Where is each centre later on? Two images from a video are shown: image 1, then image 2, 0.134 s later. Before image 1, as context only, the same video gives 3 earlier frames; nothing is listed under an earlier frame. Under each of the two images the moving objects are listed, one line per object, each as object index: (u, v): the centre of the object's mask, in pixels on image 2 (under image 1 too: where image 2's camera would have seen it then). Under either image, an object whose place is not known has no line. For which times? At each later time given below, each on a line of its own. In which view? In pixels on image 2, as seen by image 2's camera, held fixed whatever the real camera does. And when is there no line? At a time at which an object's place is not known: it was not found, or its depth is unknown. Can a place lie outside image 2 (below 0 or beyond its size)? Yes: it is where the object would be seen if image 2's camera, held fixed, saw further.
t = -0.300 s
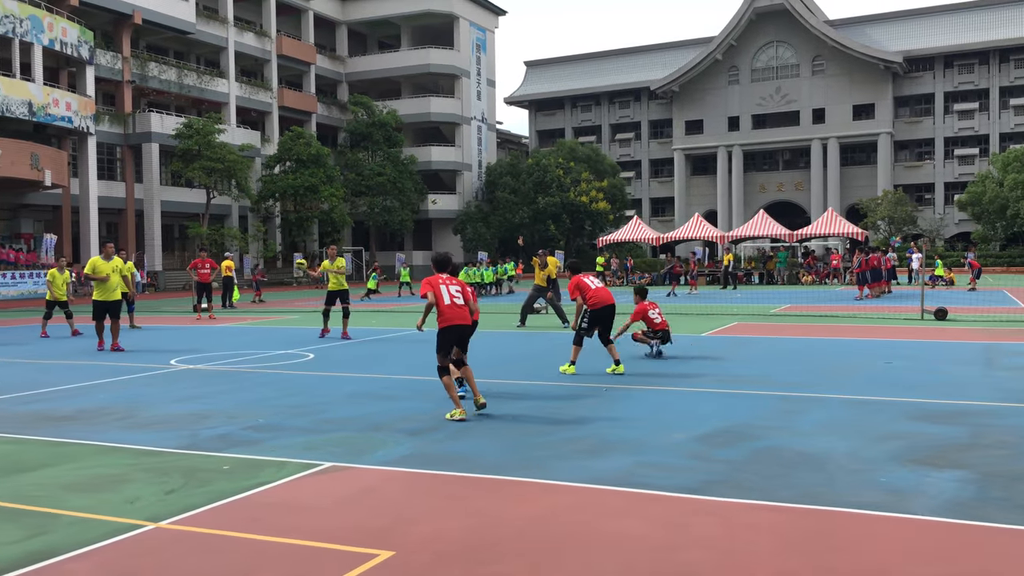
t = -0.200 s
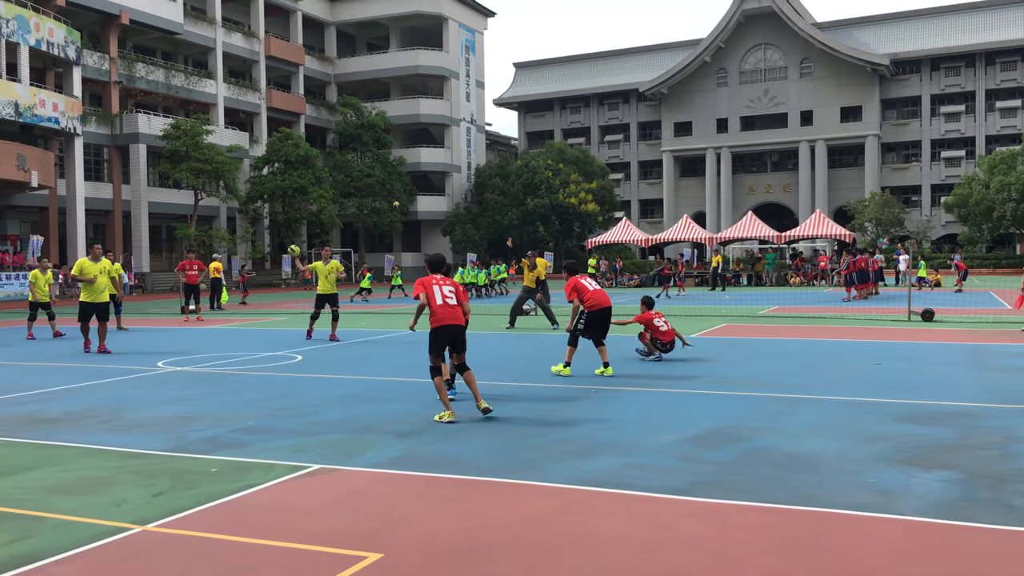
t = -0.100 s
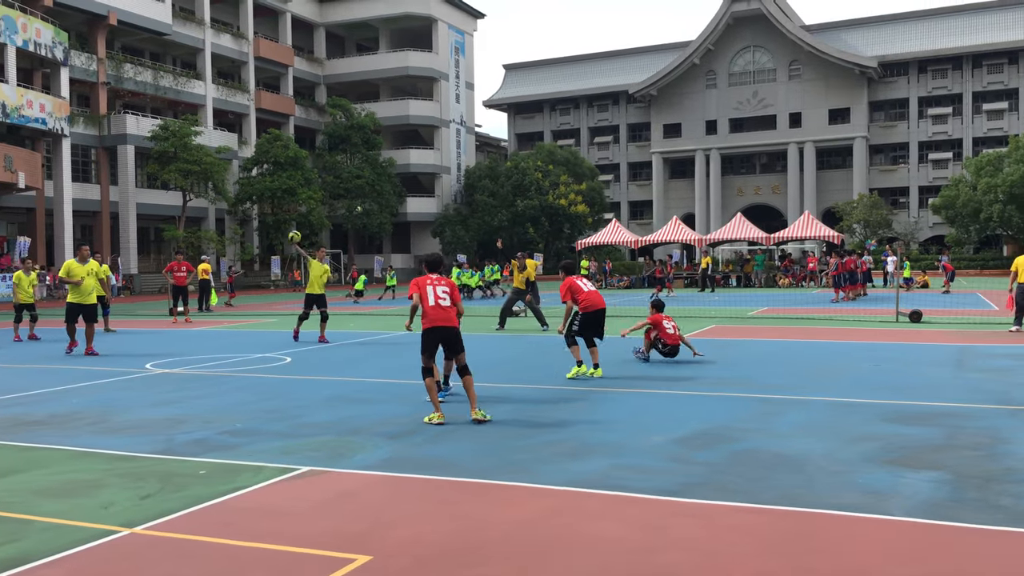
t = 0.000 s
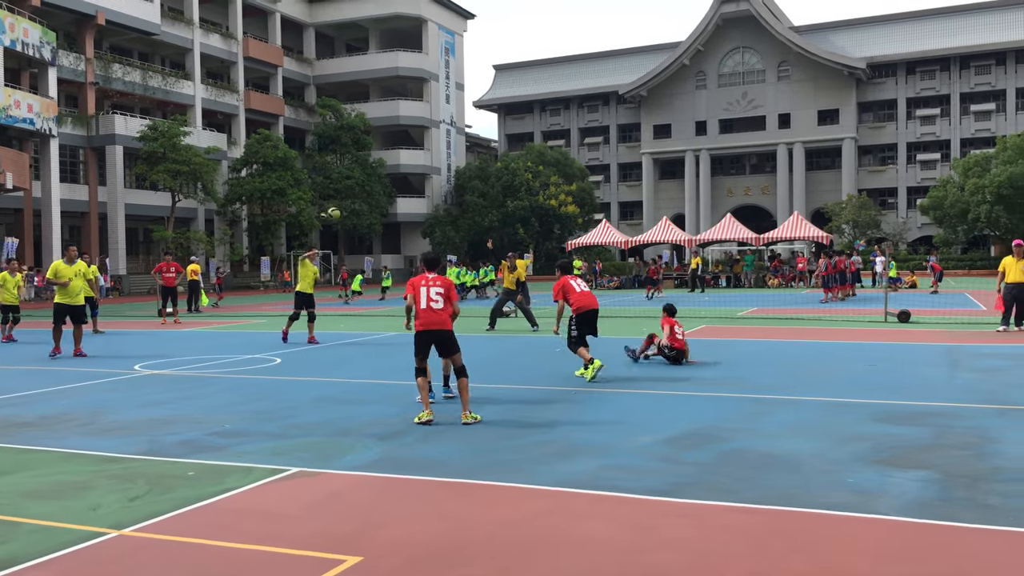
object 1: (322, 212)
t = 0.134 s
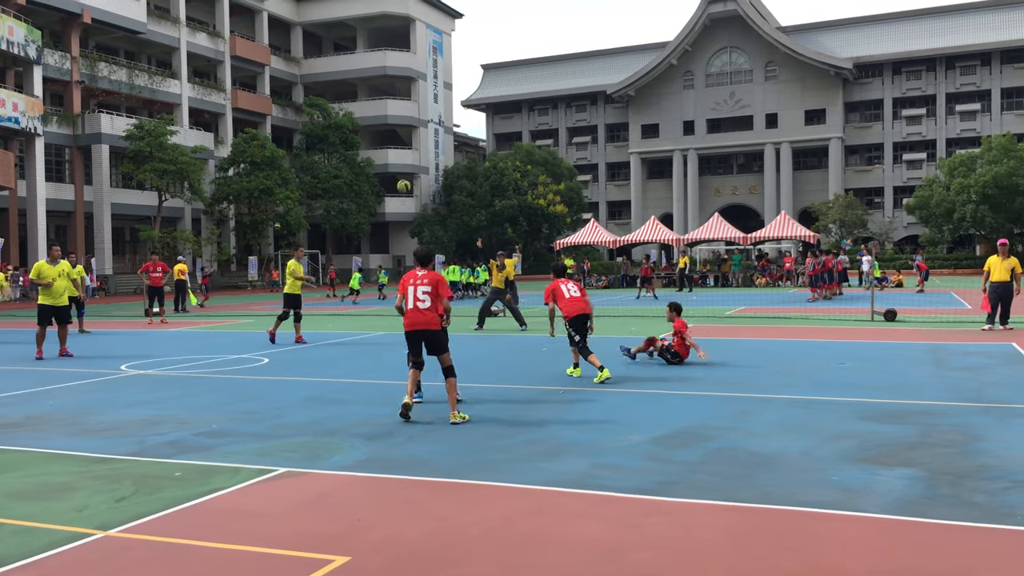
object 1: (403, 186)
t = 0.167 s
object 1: (425, 180)
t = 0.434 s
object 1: (614, 150)
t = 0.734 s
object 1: (874, 161)
